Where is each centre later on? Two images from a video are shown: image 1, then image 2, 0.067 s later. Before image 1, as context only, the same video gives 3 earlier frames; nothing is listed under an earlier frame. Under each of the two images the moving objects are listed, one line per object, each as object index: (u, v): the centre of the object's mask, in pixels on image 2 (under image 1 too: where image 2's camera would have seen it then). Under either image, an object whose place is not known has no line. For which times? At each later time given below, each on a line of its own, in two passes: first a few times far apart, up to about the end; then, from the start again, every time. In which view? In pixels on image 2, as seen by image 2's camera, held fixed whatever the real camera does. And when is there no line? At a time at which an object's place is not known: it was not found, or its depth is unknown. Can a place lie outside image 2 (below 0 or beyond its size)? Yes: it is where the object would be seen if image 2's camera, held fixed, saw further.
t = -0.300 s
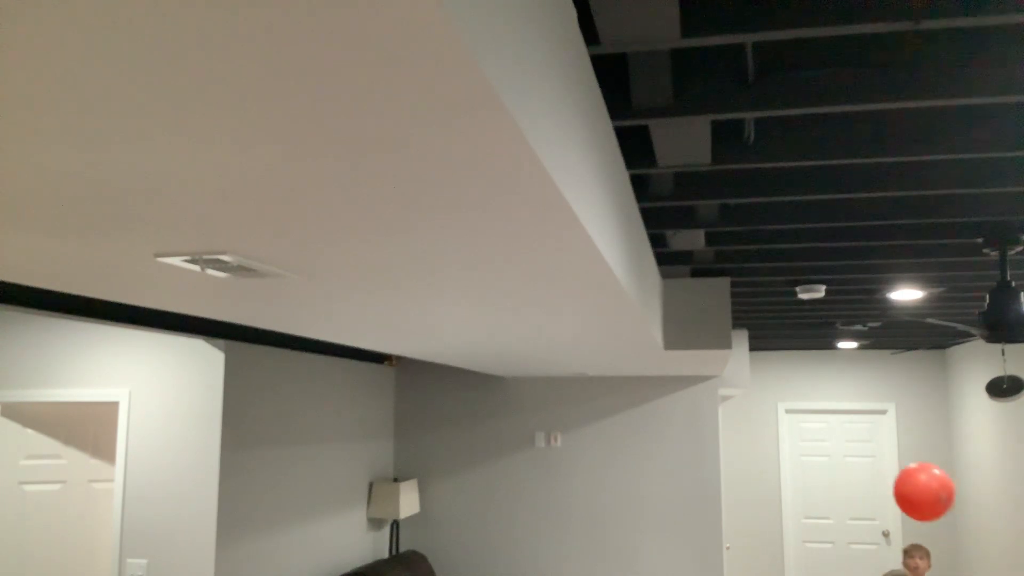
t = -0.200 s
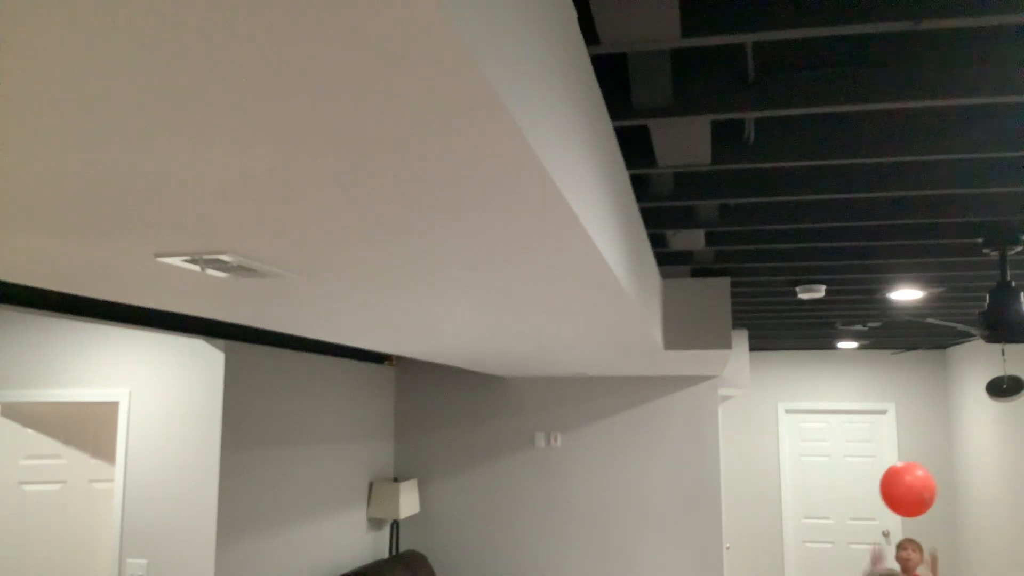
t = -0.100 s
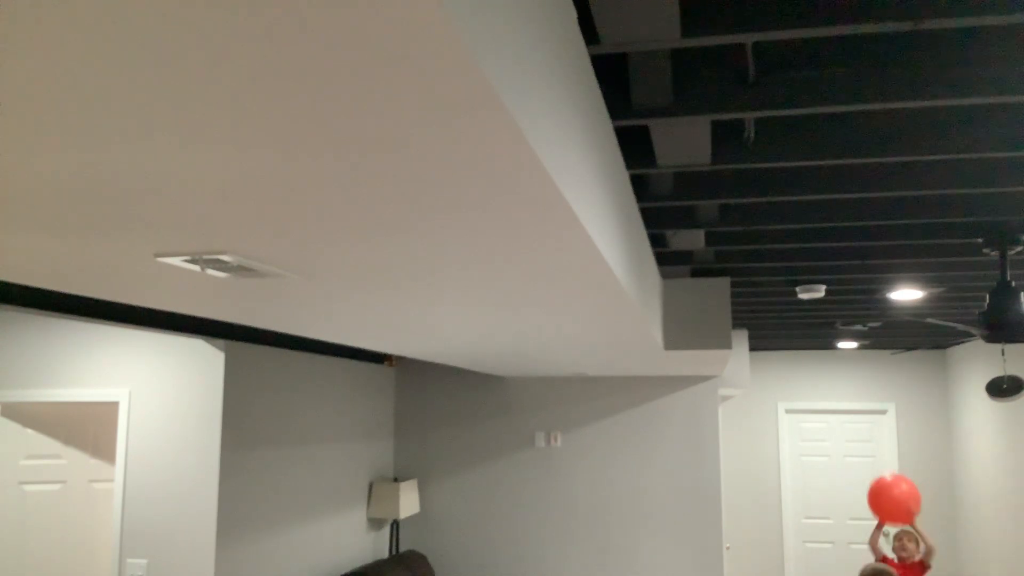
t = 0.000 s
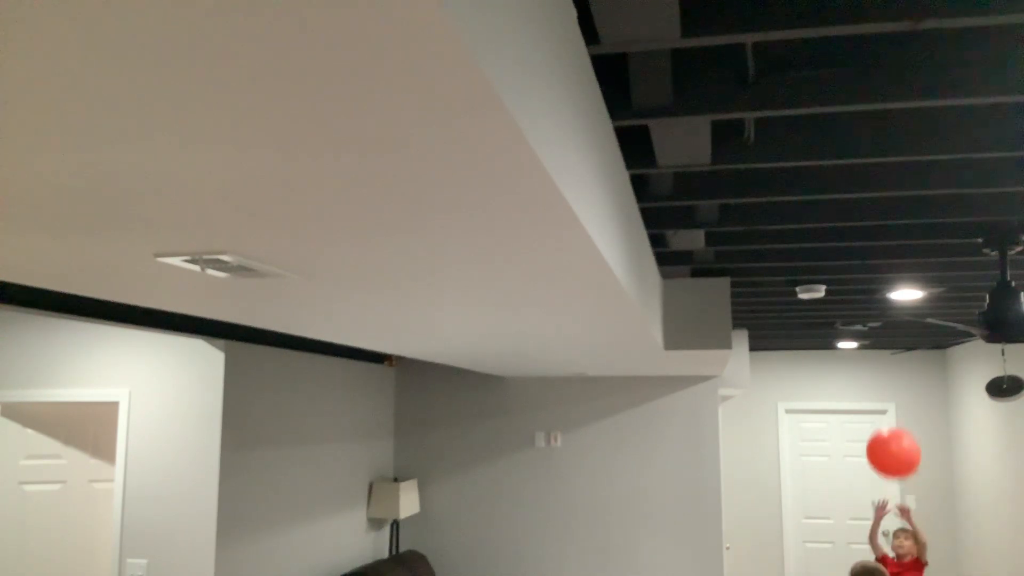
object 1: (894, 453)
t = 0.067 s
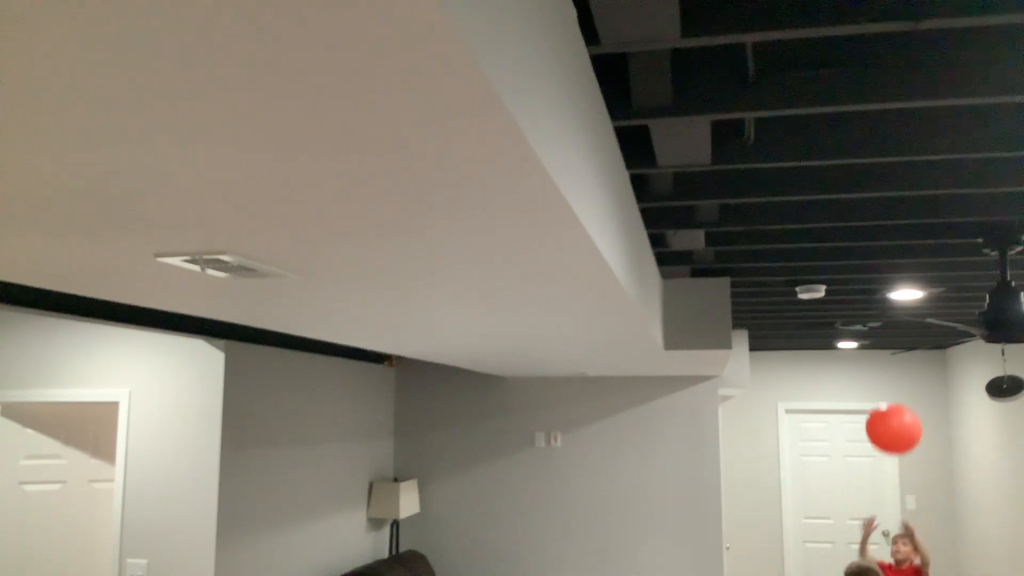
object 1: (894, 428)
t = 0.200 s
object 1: (895, 399)
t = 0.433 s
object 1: (902, 409)
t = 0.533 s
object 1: (907, 440)
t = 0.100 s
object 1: (894, 418)
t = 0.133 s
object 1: (894, 410)
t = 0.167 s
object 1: (895, 404)
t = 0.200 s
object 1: (895, 399)
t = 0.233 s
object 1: (896, 396)
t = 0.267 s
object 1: (897, 393)
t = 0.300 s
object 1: (897, 393)
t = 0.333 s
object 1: (898, 395)
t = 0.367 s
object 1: (899, 398)
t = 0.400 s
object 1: (901, 403)
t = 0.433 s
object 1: (902, 409)
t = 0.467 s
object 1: (904, 418)
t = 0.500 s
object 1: (905, 428)
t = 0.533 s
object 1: (907, 440)
